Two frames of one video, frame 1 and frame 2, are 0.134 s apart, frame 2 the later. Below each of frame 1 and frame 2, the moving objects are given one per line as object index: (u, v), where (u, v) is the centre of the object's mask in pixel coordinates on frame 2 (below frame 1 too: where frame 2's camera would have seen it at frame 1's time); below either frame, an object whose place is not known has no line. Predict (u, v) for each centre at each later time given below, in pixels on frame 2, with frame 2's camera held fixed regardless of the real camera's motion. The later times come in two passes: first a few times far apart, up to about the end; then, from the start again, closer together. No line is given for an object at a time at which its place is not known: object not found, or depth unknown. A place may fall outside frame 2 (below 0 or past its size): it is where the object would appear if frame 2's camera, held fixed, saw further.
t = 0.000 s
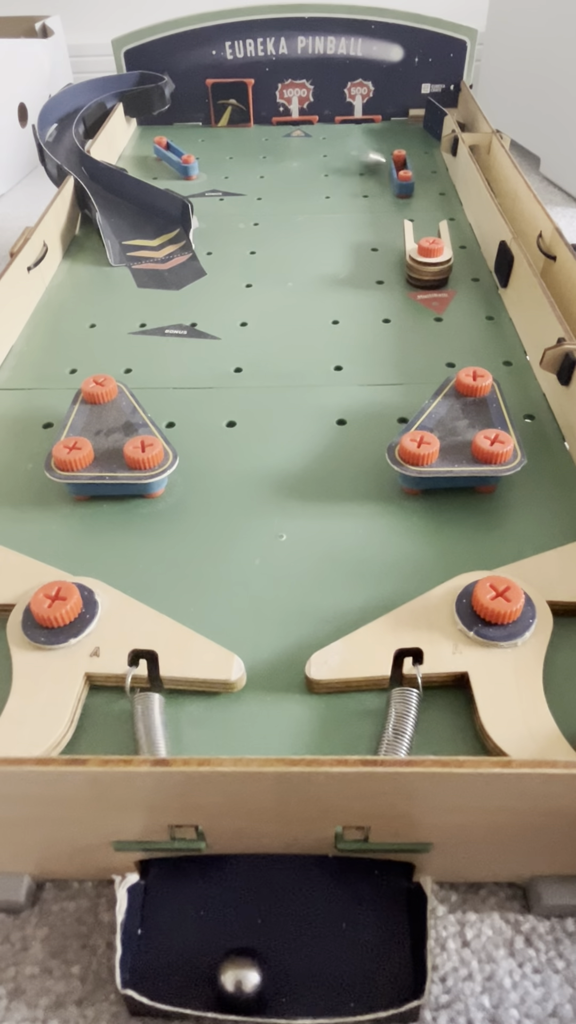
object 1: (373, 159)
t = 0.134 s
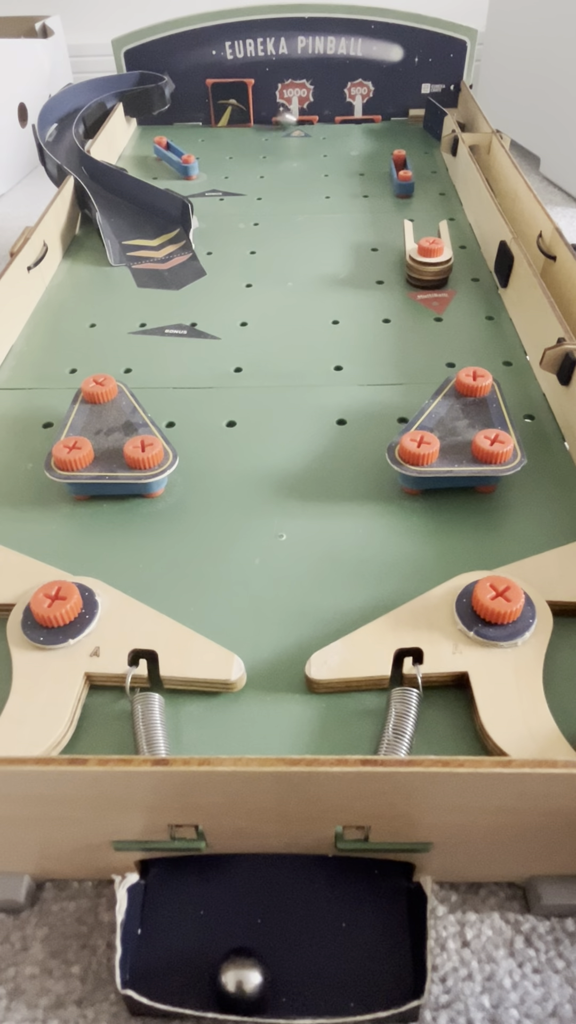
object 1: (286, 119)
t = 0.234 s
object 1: (223, 123)
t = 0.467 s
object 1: (141, 148)
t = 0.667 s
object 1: (164, 187)
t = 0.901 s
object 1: (322, 247)
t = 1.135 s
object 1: (524, 376)
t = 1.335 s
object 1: (499, 507)
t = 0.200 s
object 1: (244, 121)
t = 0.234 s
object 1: (223, 123)
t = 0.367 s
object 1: (138, 133)
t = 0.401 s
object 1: (138, 138)
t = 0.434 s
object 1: (140, 142)
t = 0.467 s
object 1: (141, 148)
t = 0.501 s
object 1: (142, 156)
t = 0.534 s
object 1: (143, 162)
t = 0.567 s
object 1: (142, 169)
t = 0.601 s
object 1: (143, 174)
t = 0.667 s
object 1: (164, 187)
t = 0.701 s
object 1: (190, 196)
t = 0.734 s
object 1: (204, 205)
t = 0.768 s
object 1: (226, 212)
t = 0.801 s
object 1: (249, 218)
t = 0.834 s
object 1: (273, 227)
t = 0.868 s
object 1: (297, 236)
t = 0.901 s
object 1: (322, 247)
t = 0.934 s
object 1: (350, 260)
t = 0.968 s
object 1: (376, 274)
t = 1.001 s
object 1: (405, 287)
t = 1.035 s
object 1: (438, 305)
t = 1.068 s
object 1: (473, 327)
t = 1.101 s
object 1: (511, 350)
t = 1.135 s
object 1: (524, 376)
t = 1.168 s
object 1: (531, 407)
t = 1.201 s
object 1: (545, 442)
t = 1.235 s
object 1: (559, 483)
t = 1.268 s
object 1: (560, 520)
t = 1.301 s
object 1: (529, 511)
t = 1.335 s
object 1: (499, 507)
